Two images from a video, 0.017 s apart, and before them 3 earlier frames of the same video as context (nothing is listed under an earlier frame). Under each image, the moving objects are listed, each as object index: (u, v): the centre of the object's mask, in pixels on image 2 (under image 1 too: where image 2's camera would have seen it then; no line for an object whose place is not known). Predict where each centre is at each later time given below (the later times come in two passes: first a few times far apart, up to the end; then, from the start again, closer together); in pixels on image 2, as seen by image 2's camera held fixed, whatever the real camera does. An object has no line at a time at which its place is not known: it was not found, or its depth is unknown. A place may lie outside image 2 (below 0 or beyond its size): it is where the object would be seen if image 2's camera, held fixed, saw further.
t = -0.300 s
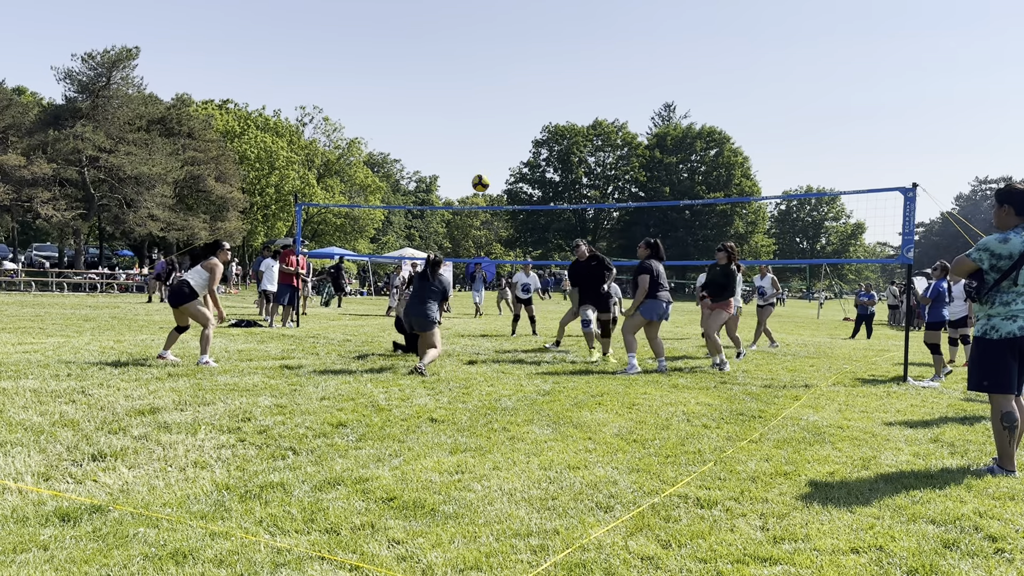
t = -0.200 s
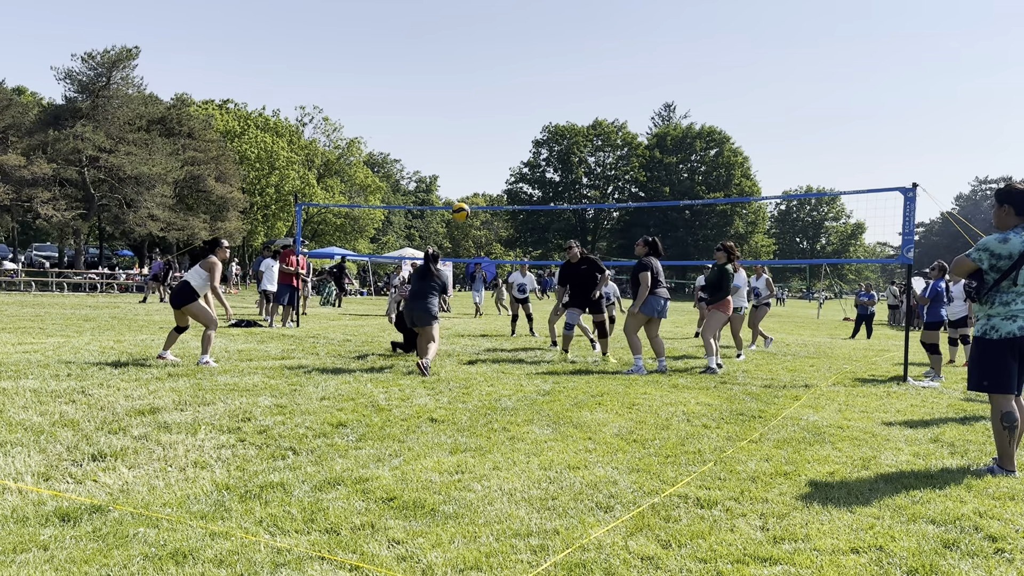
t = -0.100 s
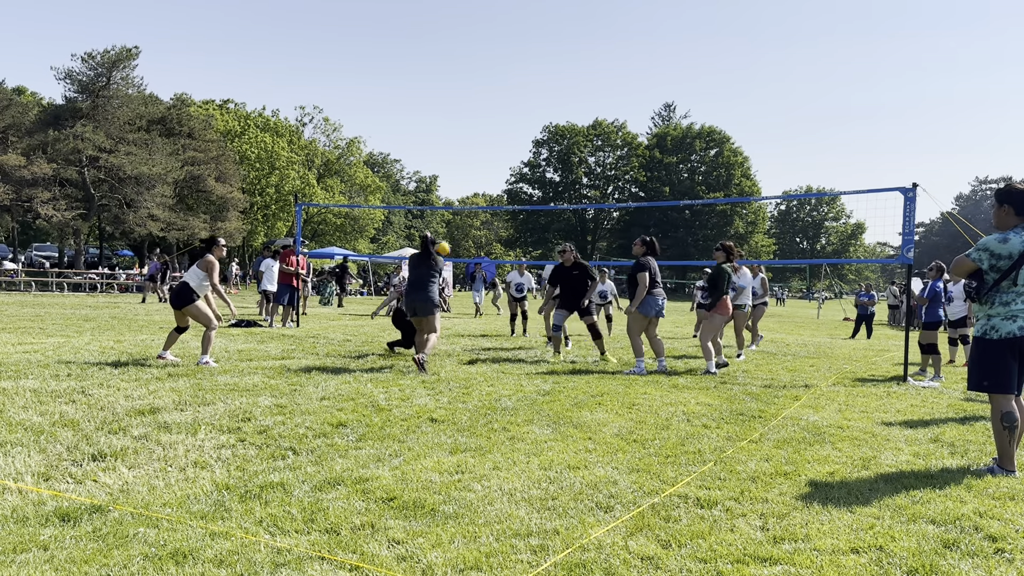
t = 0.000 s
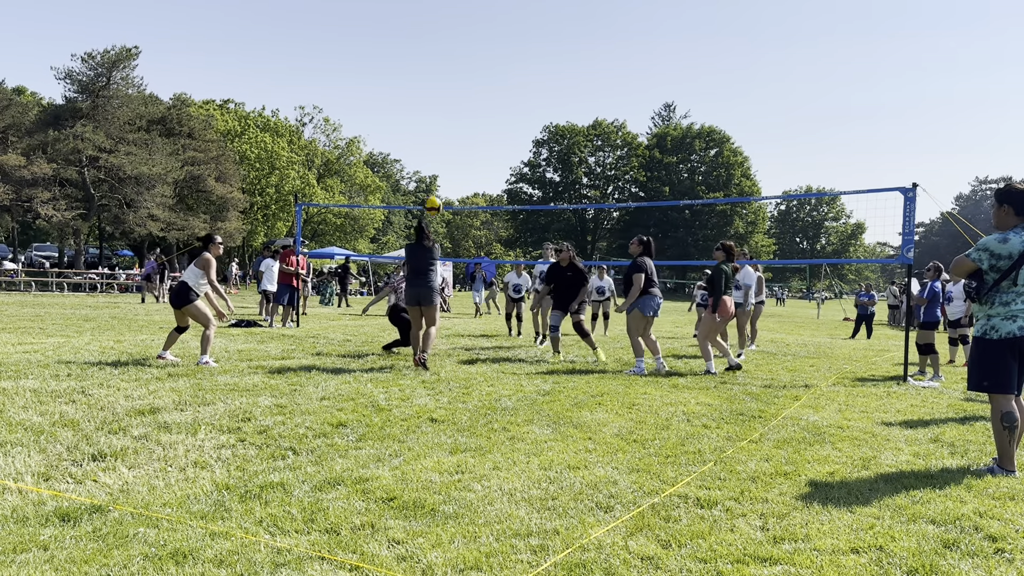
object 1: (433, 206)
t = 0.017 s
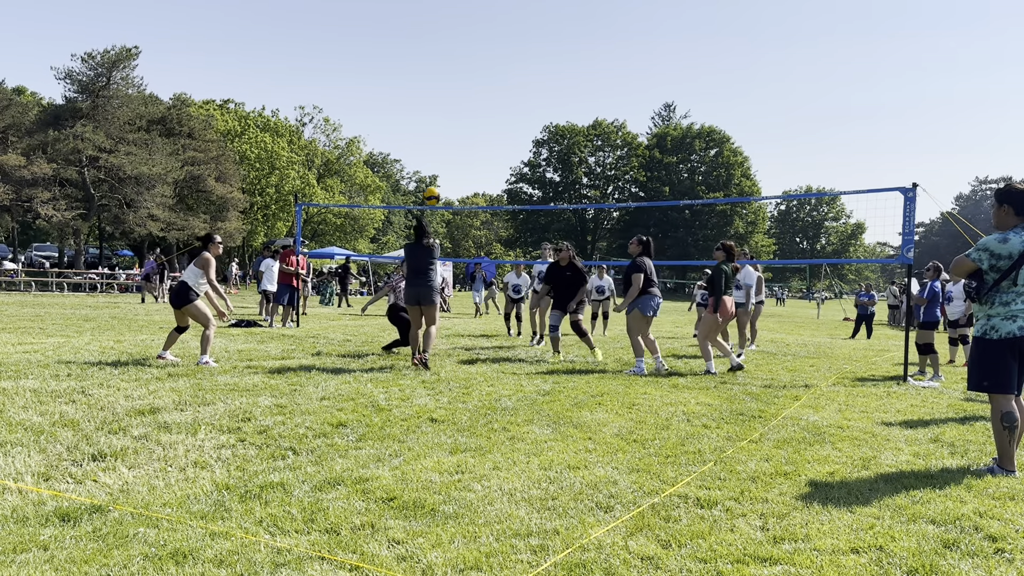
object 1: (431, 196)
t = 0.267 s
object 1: (419, 79)
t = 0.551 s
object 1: (403, 21)
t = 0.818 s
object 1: (388, 30)
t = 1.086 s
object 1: (372, 91)
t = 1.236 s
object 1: (363, 145)
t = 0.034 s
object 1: (430, 186)
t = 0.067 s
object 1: (429, 167)
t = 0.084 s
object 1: (429, 158)
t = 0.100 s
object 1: (428, 149)
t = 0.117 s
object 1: (427, 141)
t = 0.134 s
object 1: (426, 133)
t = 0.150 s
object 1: (426, 125)
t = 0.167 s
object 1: (425, 118)
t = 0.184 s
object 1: (424, 111)
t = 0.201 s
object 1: (423, 104)
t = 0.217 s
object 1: (422, 97)
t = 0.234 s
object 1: (421, 91)
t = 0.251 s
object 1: (420, 85)
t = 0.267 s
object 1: (419, 79)
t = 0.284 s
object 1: (418, 73)
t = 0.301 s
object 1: (417, 68)
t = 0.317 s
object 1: (417, 63)
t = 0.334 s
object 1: (416, 58)
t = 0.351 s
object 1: (415, 54)
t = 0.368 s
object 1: (414, 50)
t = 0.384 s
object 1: (413, 46)
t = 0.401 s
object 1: (412, 42)
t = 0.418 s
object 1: (411, 39)
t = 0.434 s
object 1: (410, 35)
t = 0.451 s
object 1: (409, 33)
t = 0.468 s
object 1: (408, 30)
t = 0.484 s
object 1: (407, 28)
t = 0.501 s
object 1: (406, 26)
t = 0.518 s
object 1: (405, 24)
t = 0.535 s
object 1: (404, 22)
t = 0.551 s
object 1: (403, 21)
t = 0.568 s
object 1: (402, 20)
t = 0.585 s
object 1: (401, 18)
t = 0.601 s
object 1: (400, 18)
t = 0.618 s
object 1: (399, 17)
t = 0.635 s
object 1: (398, 17)
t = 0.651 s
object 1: (397, 17)
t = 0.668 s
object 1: (396, 18)
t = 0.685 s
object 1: (395, 18)
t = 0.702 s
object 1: (394, 19)
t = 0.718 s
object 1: (393, 20)
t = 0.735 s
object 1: (392, 21)
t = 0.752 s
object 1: (391, 22)
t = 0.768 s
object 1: (391, 24)
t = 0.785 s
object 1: (390, 26)
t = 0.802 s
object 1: (388, 27)
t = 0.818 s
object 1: (388, 30)
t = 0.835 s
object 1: (387, 32)
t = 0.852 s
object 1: (386, 35)
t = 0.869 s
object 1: (385, 37)
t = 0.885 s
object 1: (384, 40)
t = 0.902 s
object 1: (383, 43)
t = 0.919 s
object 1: (382, 47)
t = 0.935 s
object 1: (381, 50)
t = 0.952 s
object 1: (380, 54)
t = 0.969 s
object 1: (379, 58)
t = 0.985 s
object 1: (378, 62)
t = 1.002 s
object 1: (377, 66)
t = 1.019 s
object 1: (376, 71)
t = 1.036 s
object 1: (375, 76)
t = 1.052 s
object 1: (374, 80)
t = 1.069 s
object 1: (373, 85)
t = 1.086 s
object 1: (372, 91)
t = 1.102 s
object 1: (371, 96)
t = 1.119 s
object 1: (370, 101)
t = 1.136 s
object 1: (369, 107)
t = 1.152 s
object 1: (368, 113)
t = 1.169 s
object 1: (367, 119)
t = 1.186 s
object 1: (366, 125)
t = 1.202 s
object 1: (365, 131)
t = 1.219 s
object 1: (364, 138)
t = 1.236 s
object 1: (363, 145)
